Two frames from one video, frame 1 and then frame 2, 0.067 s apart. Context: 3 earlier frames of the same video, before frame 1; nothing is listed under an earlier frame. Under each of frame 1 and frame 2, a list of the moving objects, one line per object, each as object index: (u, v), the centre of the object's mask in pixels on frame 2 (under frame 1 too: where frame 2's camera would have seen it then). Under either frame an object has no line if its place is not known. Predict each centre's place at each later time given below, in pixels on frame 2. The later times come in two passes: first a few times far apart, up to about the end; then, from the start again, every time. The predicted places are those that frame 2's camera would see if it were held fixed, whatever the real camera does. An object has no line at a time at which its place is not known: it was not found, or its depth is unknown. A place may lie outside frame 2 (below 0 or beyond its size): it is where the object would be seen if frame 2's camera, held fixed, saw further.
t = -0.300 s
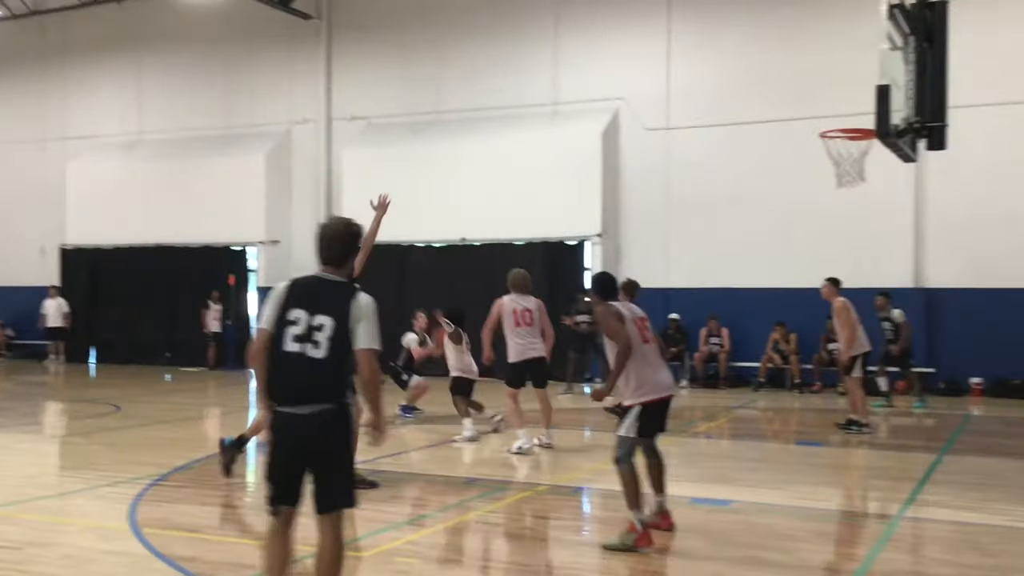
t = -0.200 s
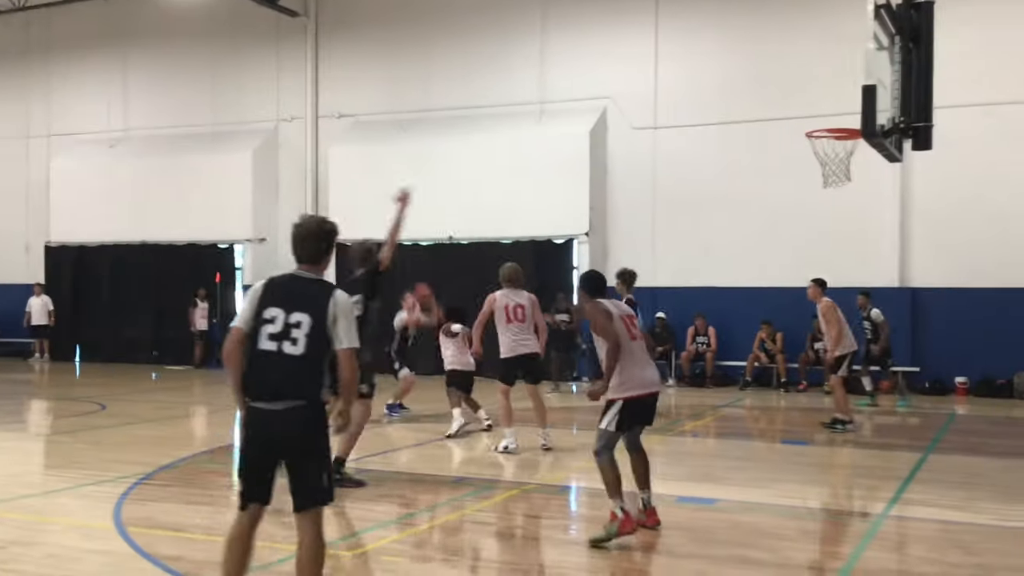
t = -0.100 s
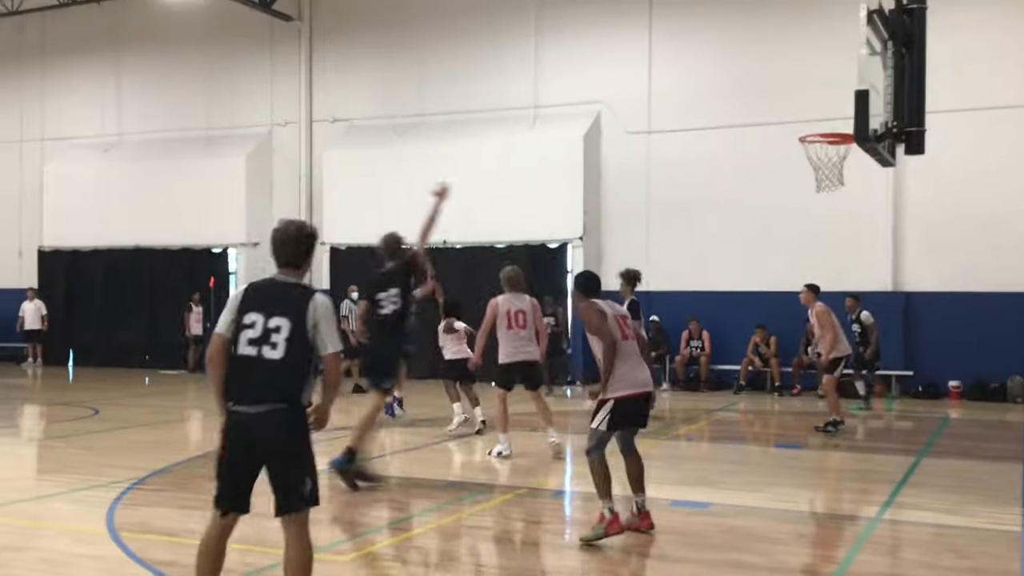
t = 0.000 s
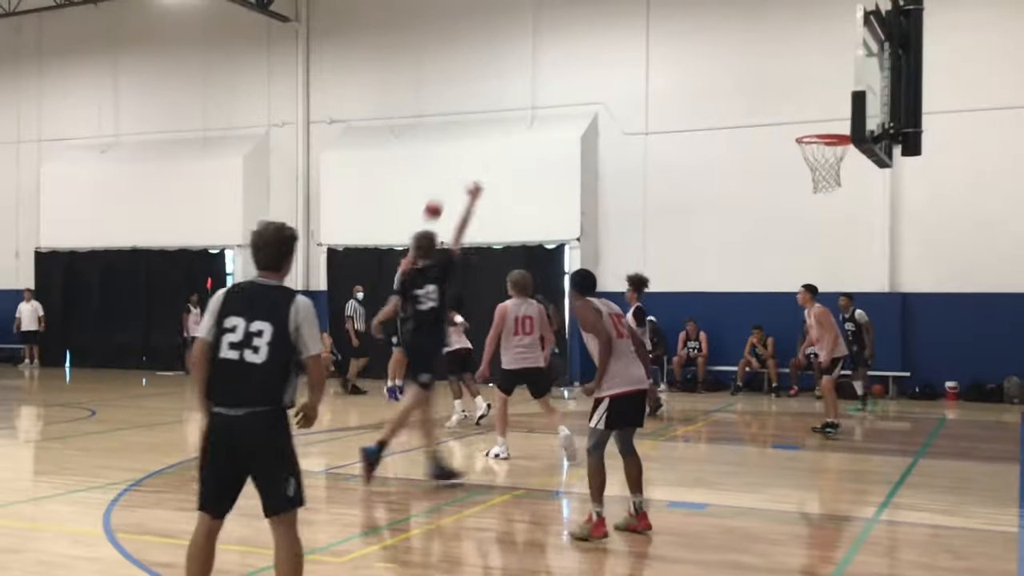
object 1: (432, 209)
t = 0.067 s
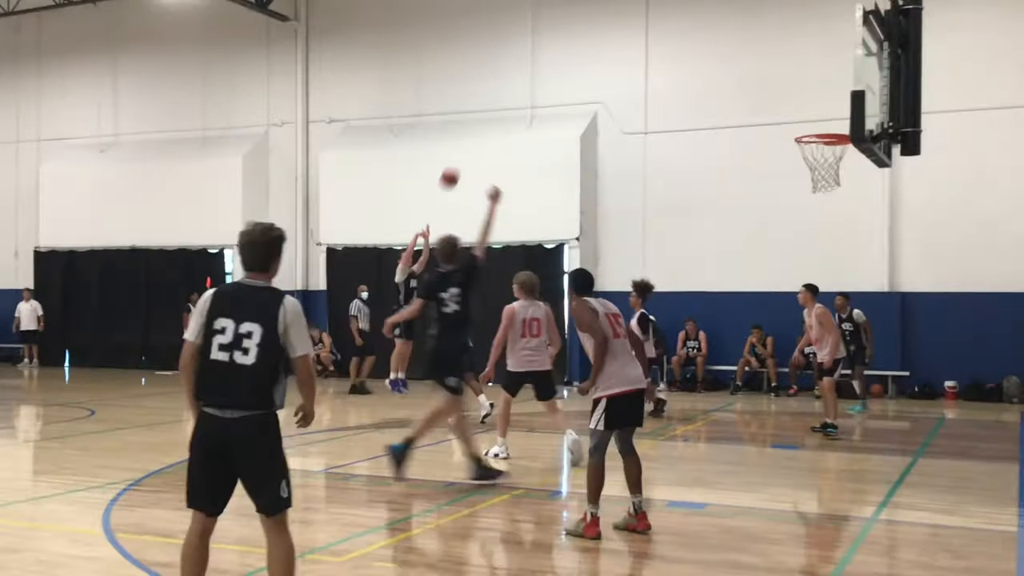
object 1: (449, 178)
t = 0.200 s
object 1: (484, 122)
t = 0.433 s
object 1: (550, 51)
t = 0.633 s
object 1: (612, 22)
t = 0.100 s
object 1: (458, 163)
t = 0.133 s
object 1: (466, 149)
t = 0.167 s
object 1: (475, 135)
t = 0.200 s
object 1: (484, 122)
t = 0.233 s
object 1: (493, 110)
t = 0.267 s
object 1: (502, 99)
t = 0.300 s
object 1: (512, 88)
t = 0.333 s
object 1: (521, 78)
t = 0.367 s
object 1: (530, 69)
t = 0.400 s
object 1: (540, 59)
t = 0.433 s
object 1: (550, 51)
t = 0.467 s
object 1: (560, 44)
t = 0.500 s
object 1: (571, 38)
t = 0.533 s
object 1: (581, 32)
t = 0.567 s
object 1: (591, 28)
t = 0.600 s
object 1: (602, 24)
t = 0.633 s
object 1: (612, 22)
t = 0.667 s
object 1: (622, 21)
